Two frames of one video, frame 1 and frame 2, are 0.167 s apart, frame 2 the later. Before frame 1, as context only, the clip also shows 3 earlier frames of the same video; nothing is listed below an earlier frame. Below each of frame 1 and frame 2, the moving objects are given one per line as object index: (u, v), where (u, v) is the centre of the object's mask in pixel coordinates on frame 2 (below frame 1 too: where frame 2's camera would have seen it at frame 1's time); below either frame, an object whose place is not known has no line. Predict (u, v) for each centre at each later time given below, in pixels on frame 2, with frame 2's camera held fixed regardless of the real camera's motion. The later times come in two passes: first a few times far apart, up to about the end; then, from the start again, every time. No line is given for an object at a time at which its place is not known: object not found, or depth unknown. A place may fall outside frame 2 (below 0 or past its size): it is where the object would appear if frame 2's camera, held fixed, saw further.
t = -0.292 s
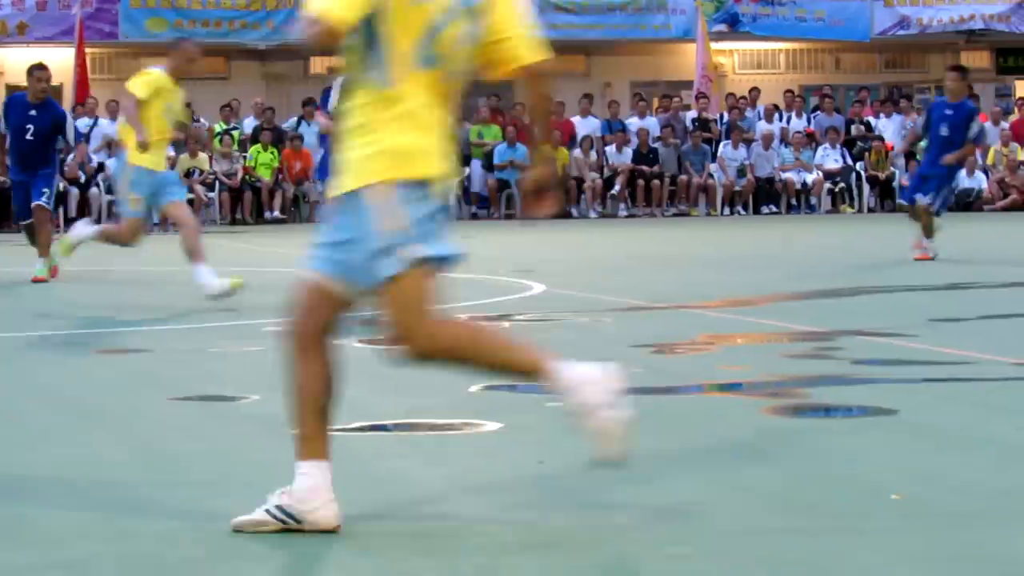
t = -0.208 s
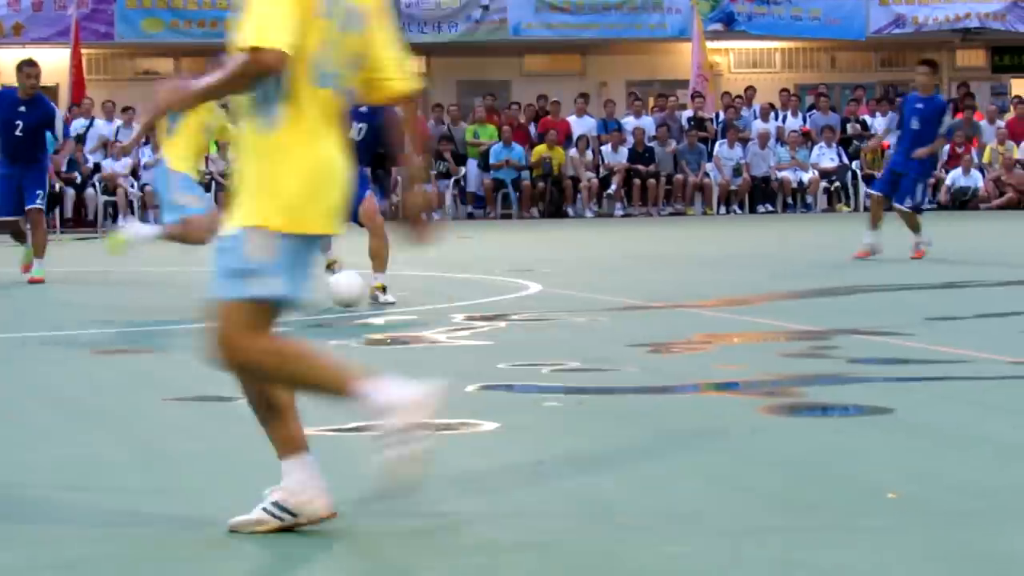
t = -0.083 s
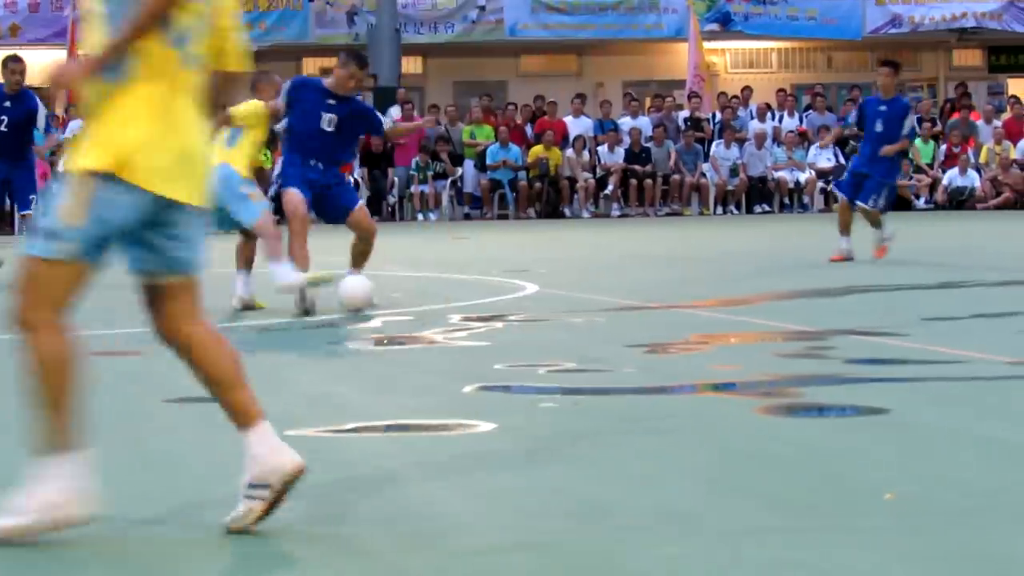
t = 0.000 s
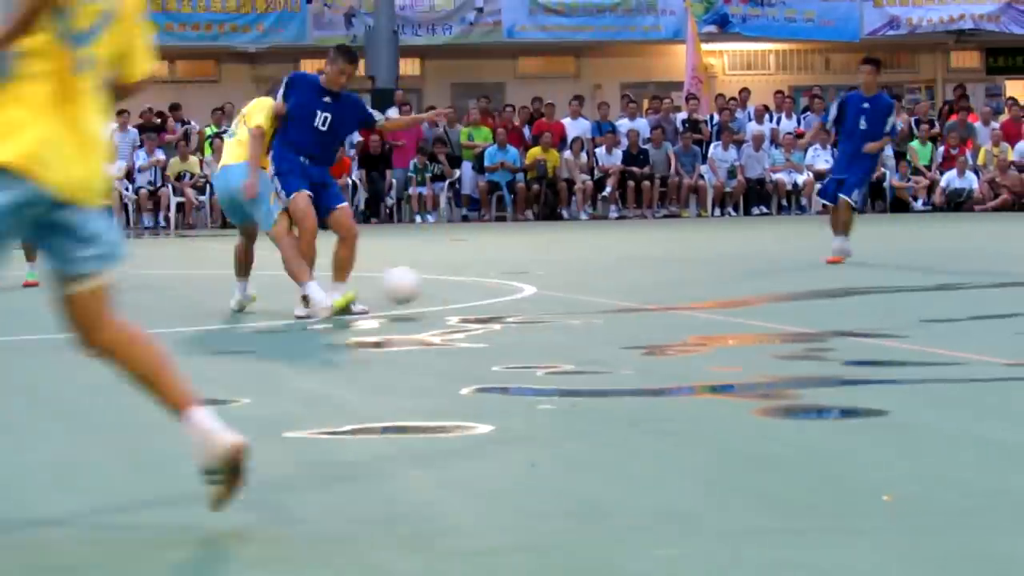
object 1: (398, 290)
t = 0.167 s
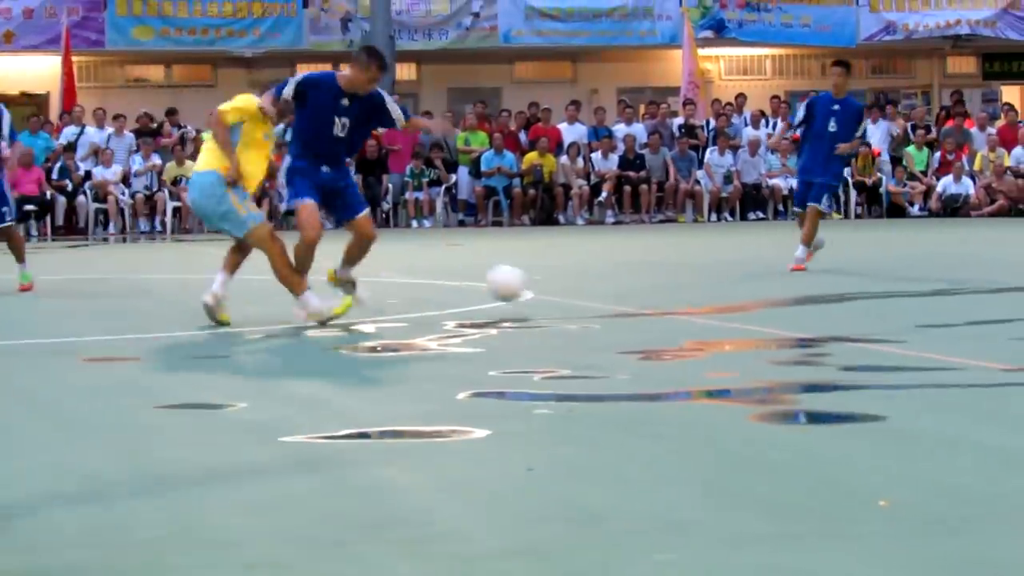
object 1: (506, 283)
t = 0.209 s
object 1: (534, 289)
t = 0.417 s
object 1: (653, 282)
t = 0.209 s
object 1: (534, 289)
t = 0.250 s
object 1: (559, 292)
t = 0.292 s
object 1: (583, 285)
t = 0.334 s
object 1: (606, 281)
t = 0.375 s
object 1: (629, 280)
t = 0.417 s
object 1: (653, 282)
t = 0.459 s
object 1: (675, 287)
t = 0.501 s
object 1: (697, 286)
